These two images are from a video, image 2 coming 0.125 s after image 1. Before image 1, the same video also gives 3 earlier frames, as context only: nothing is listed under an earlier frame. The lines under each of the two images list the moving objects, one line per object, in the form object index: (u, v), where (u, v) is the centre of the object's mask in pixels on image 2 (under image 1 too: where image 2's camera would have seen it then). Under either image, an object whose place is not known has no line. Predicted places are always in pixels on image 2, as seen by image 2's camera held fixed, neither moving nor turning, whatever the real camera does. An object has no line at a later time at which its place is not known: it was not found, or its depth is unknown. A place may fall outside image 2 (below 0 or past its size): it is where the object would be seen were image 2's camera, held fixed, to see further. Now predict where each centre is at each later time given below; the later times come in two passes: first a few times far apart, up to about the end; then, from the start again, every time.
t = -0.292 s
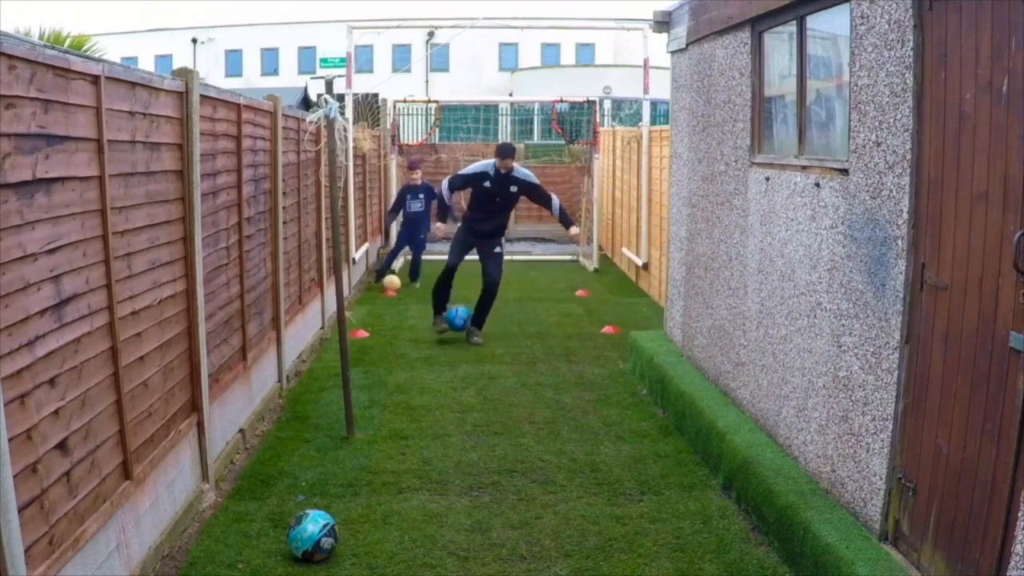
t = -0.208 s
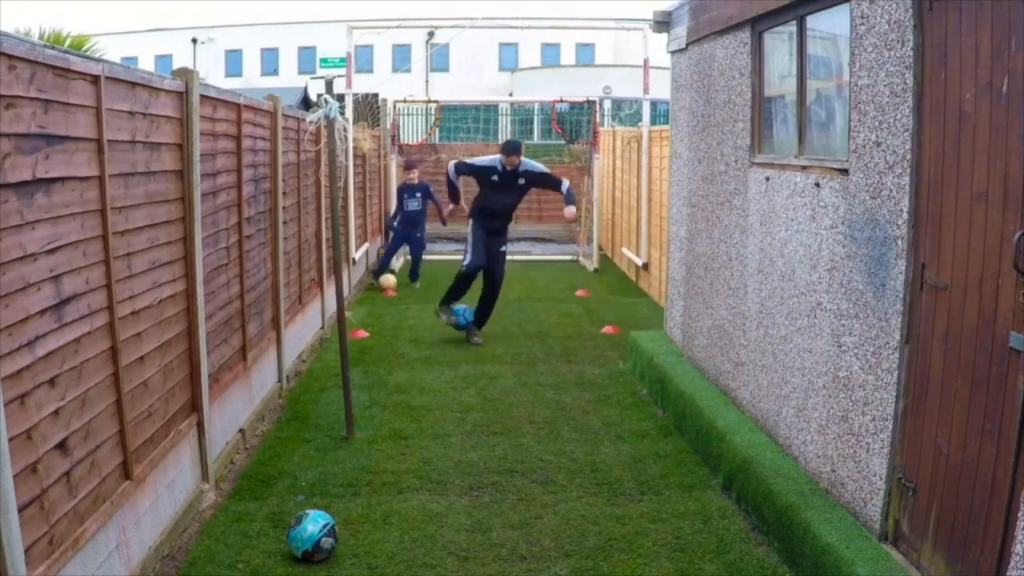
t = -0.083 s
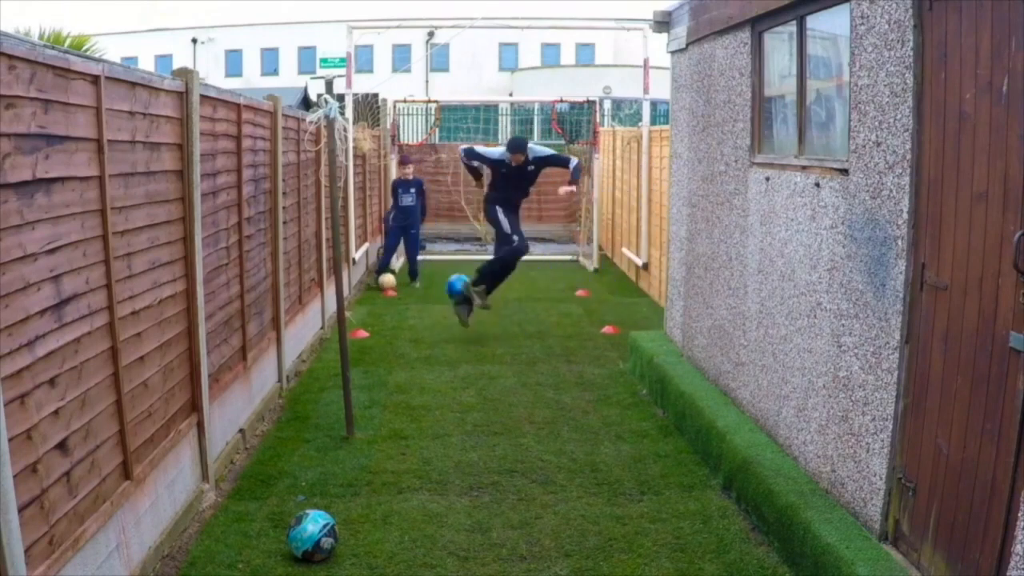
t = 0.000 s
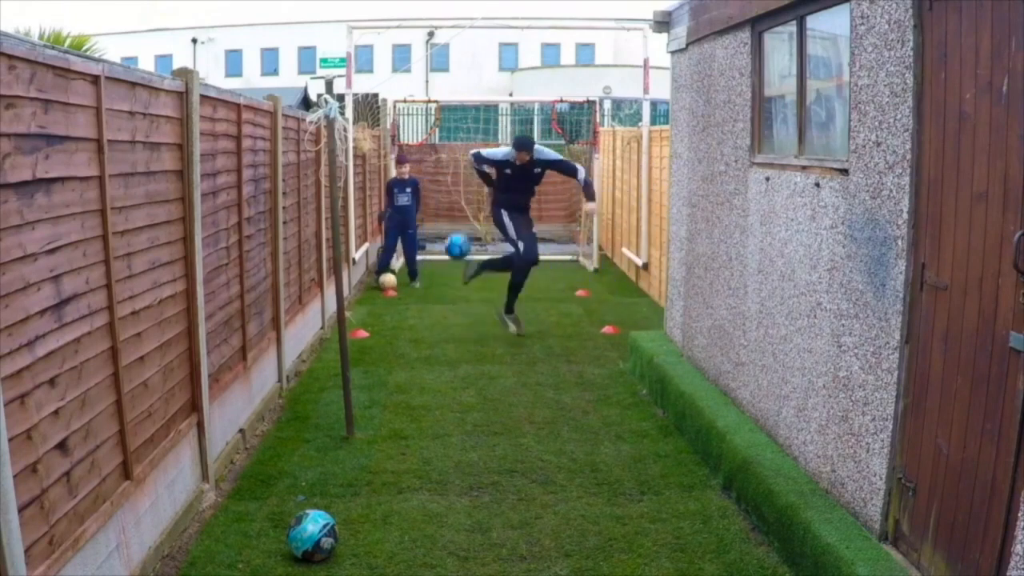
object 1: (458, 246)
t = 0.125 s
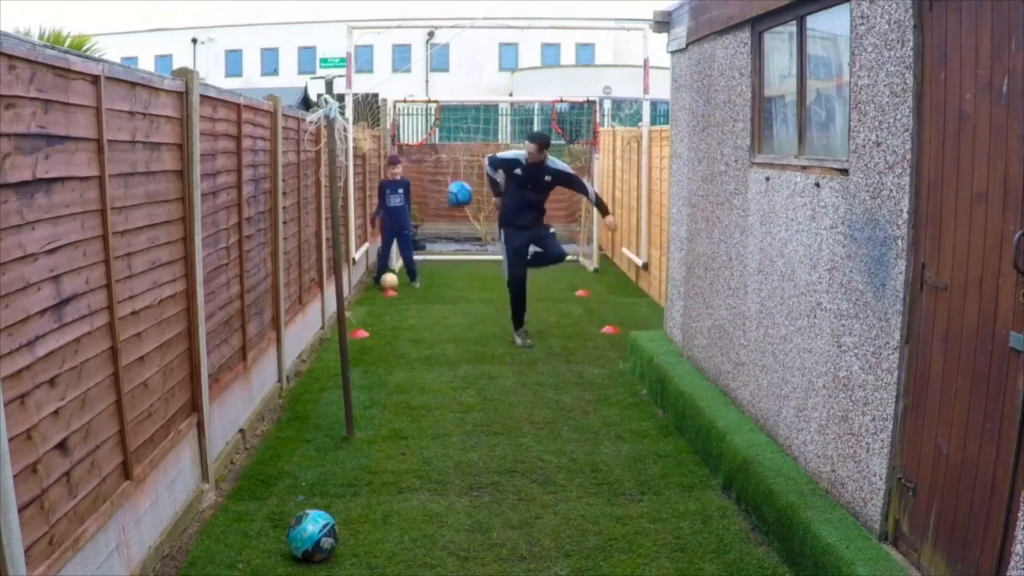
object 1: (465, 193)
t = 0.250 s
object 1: (466, 160)
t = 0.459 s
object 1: (464, 144)
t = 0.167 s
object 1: (465, 179)
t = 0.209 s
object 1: (463, 169)
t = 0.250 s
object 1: (466, 160)
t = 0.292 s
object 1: (466, 153)
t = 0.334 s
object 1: (465, 147)
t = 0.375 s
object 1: (463, 144)
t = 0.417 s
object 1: (464, 143)
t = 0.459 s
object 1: (464, 144)
